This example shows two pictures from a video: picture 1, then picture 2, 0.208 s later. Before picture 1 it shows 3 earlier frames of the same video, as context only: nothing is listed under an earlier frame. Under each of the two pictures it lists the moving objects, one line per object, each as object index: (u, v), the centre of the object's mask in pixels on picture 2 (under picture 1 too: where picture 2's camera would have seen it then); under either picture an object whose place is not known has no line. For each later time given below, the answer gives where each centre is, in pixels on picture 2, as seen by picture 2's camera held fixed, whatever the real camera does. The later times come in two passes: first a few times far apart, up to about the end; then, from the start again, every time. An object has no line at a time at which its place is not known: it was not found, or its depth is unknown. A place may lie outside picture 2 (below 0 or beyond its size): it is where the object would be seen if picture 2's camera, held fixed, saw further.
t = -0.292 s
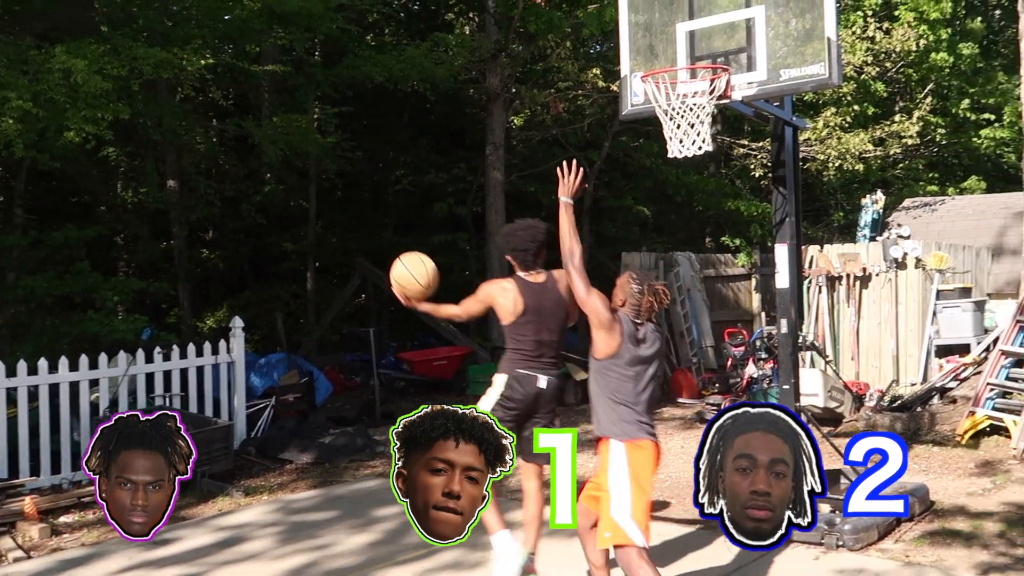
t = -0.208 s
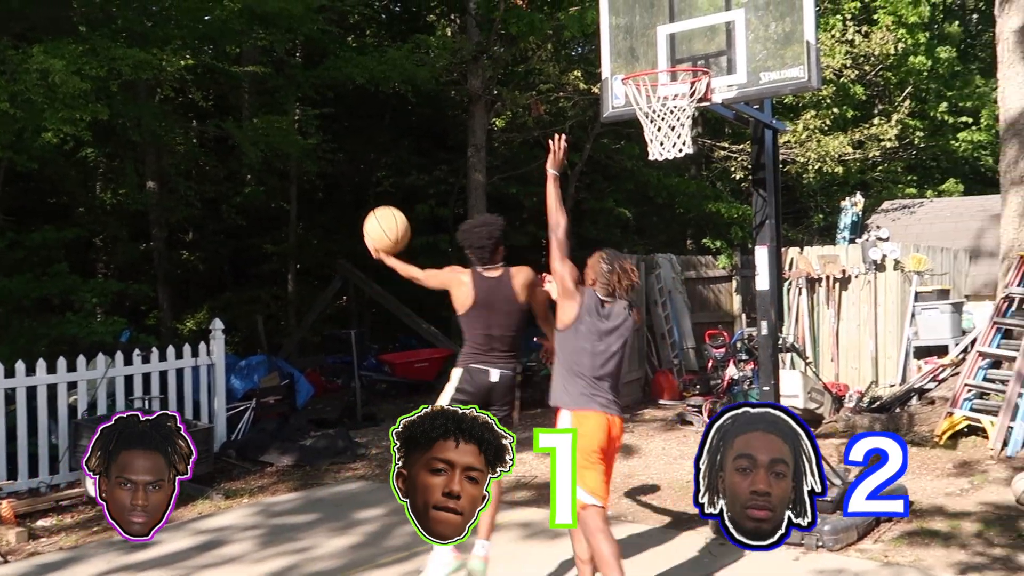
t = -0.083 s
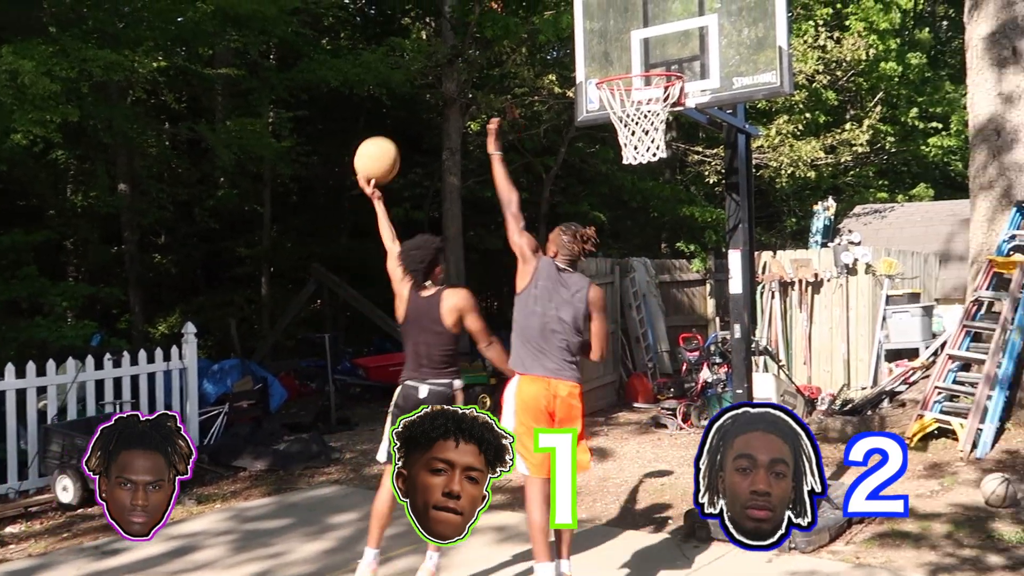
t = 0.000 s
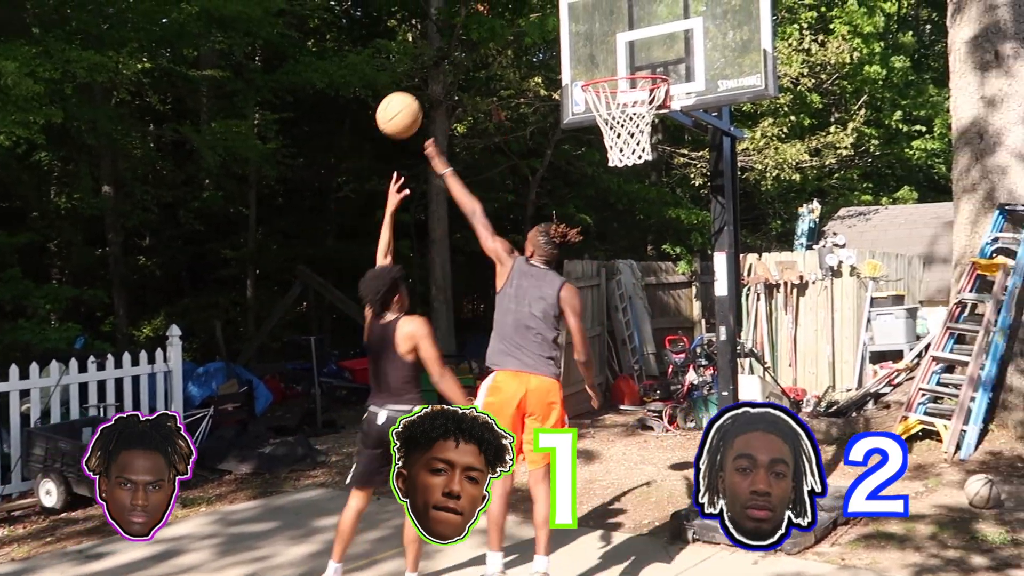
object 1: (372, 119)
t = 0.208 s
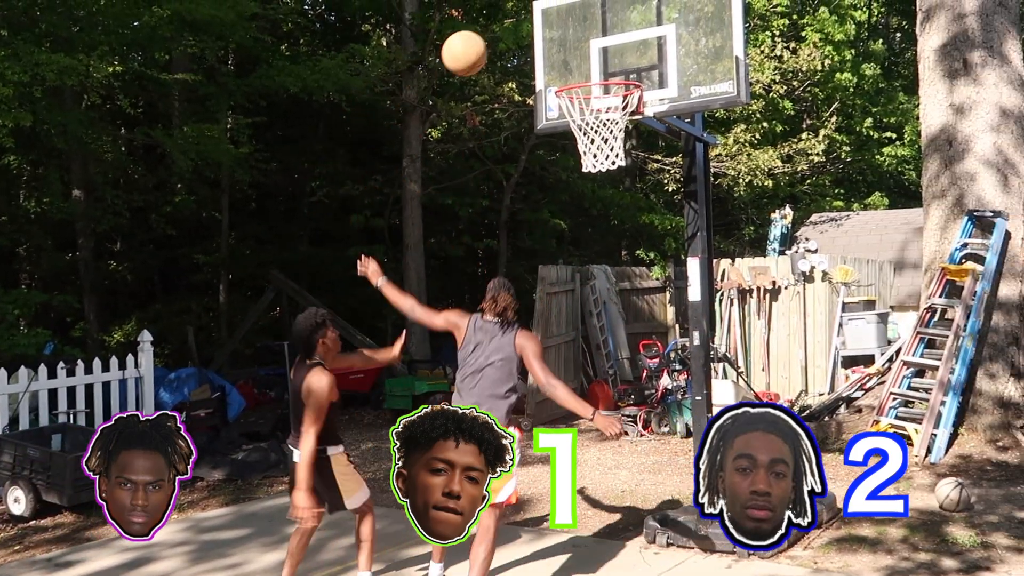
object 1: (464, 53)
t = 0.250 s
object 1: (482, 49)
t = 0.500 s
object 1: (584, 71)
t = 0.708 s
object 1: (625, 68)
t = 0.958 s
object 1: (651, 69)
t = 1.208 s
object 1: (687, 124)
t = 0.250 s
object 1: (482, 49)
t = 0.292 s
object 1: (499, 47)
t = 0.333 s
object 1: (516, 48)
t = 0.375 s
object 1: (533, 51)
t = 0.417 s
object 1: (551, 58)
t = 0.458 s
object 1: (568, 66)
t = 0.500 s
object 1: (584, 71)
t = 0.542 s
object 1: (594, 70)
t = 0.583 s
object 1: (604, 68)
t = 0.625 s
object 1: (613, 70)
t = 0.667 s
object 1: (620, 69)
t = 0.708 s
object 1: (625, 68)
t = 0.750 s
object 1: (629, 69)
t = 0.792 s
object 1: (634, 67)
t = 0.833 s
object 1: (638, 67)
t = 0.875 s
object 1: (642, 67)
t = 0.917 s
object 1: (646, 67)
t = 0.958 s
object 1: (651, 69)
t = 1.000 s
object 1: (656, 71)
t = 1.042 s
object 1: (662, 76)
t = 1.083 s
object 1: (668, 83)
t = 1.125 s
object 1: (674, 95)
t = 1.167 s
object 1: (681, 108)
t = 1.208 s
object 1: (687, 124)
